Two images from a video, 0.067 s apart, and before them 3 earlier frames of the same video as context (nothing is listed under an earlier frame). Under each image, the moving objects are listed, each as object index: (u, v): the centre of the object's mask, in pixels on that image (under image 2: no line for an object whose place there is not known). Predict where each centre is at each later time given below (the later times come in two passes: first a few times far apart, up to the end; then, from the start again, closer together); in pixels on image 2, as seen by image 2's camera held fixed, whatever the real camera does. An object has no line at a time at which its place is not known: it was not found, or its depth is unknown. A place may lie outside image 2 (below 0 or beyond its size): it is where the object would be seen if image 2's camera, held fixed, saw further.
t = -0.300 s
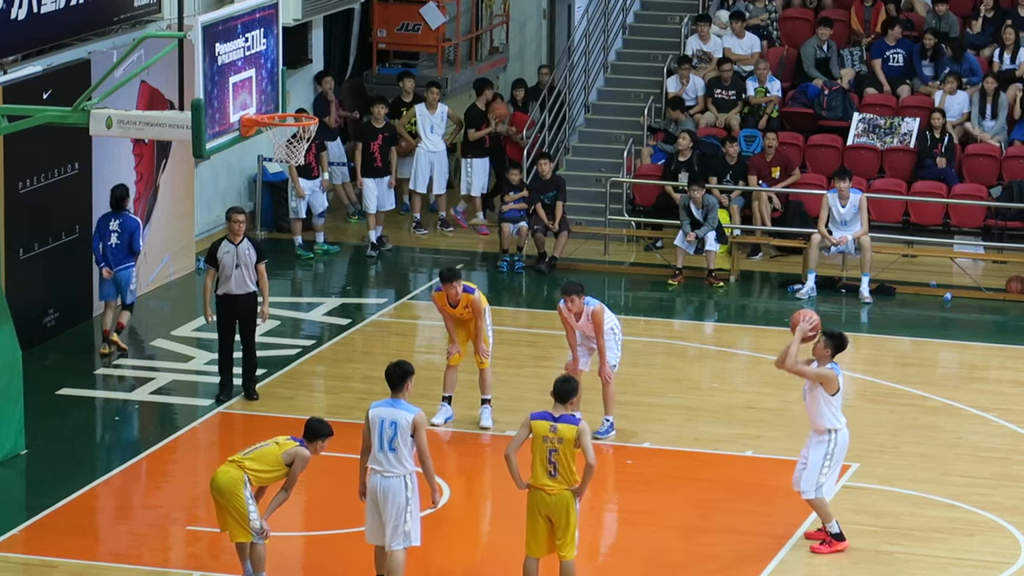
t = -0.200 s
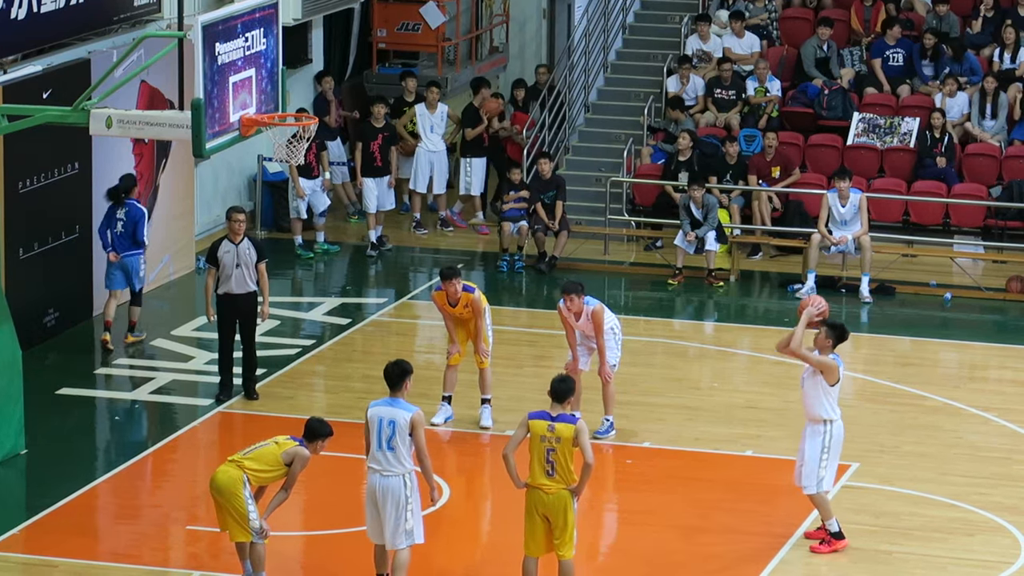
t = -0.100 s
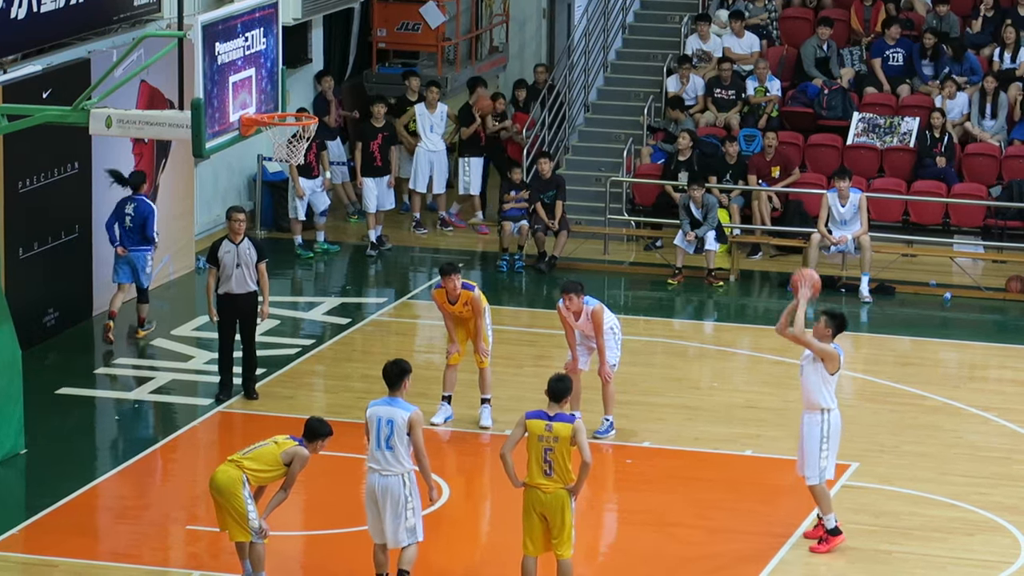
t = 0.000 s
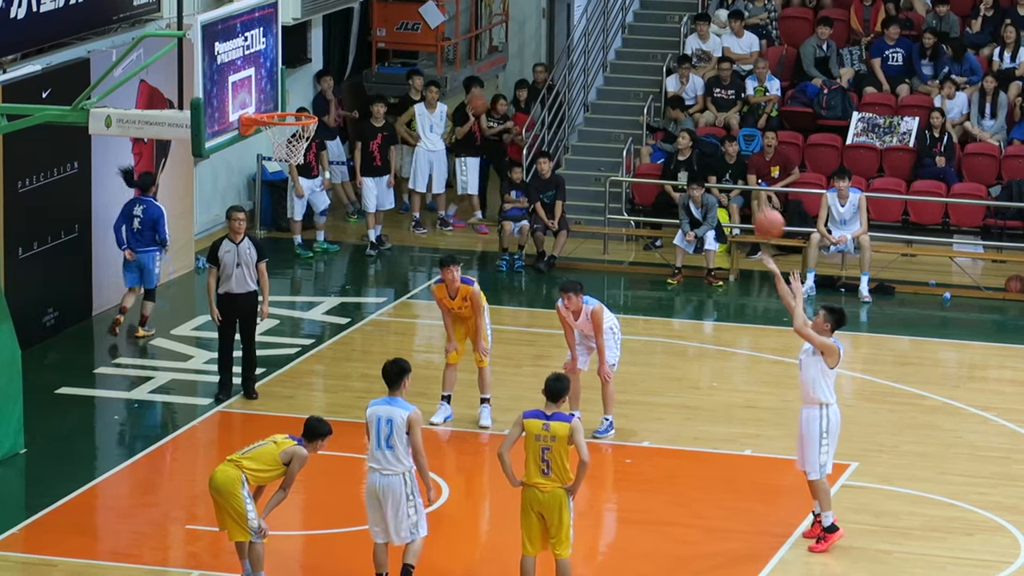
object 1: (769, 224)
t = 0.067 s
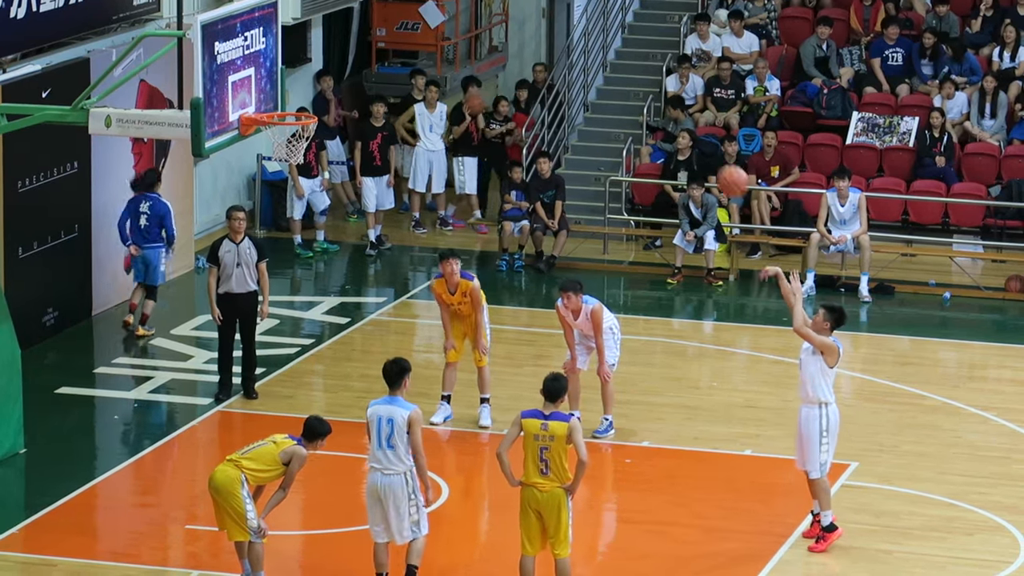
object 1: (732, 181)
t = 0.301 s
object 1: (609, 76)
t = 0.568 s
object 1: (469, 37)
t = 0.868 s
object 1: (316, 95)
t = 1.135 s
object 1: (295, 112)
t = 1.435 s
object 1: (271, 148)
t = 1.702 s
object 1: (282, 192)
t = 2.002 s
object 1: (295, 336)
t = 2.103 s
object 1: (297, 406)
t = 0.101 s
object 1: (714, 162)
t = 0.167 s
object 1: (680, 129)
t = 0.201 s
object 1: (662, 113)
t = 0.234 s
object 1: (644, 99)
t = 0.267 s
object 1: (626, 87)
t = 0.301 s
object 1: (609, 76)
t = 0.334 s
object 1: (591, 66)
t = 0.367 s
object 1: (573, 58)
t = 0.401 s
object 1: (555, 51)
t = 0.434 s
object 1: (538, 45)
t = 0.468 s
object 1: (521, 41)
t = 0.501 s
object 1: (503, 38)
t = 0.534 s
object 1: (486, 37)
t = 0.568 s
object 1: (469, 37)
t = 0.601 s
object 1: (451, 38)
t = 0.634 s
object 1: (435, 41)
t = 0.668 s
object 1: (417, 45)
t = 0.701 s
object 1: (401, 50)
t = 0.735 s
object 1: (383, 56)
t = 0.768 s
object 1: (366, 64)
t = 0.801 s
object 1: (349, 73)
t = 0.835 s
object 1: (333, 83)
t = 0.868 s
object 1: (316, 95)
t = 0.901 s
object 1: (300, 107)
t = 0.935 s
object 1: (291, 108)
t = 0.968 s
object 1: (282, 110)
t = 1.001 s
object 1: (275, 113)
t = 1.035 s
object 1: (278, 111)
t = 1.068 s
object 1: (287, 112)
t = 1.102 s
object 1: (295, 111)
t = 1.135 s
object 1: (295, 112)
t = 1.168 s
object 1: (295, 114)
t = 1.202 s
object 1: (294, 124)
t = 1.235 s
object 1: (294, 131)
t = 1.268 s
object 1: (287, 135)
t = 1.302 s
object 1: (282, 136)
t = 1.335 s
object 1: (278, 137)
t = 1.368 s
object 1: (274, 140)
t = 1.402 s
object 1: (273, 144)
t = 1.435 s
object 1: (271, 148)
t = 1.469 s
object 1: (272, 151)
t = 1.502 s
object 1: (273, 153)
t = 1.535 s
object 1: (274, 157)
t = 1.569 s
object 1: (276, 161)
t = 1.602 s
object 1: (277, 167)
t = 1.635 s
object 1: (279, 174)
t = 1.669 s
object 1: (280, 182)
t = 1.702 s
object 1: (282, 192)
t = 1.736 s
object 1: (283, 203)
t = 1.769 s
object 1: (284, 215)
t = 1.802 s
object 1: (286, 229)
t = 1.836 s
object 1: (287, 244)
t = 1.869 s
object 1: (289, 260)
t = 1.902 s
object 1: (291, 276)
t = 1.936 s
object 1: (292, 295)
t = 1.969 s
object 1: (293, 316)
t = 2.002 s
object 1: (295, 336)
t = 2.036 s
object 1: (295, 358)
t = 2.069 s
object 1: (297, 382)
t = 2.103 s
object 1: (297, 406)
